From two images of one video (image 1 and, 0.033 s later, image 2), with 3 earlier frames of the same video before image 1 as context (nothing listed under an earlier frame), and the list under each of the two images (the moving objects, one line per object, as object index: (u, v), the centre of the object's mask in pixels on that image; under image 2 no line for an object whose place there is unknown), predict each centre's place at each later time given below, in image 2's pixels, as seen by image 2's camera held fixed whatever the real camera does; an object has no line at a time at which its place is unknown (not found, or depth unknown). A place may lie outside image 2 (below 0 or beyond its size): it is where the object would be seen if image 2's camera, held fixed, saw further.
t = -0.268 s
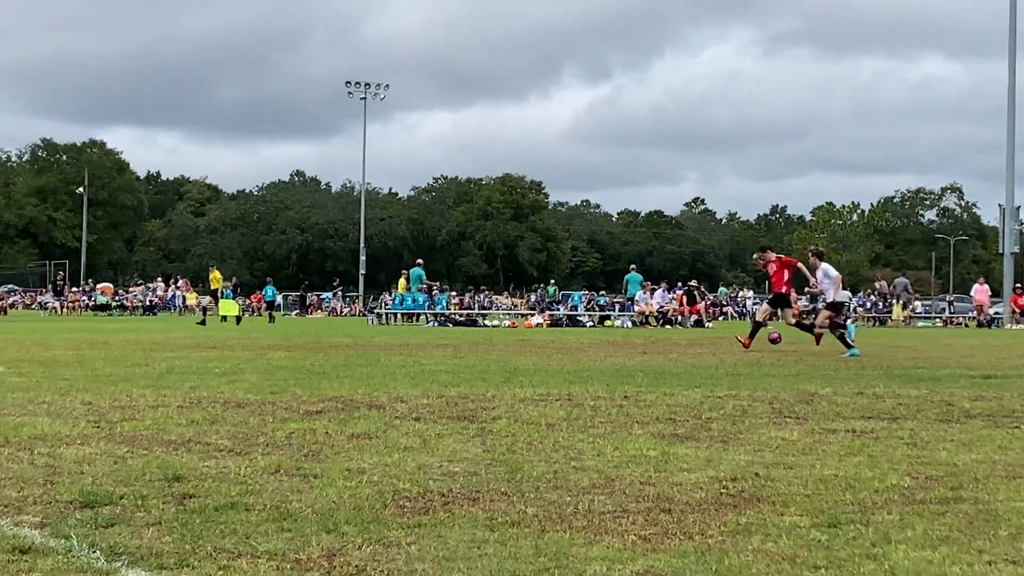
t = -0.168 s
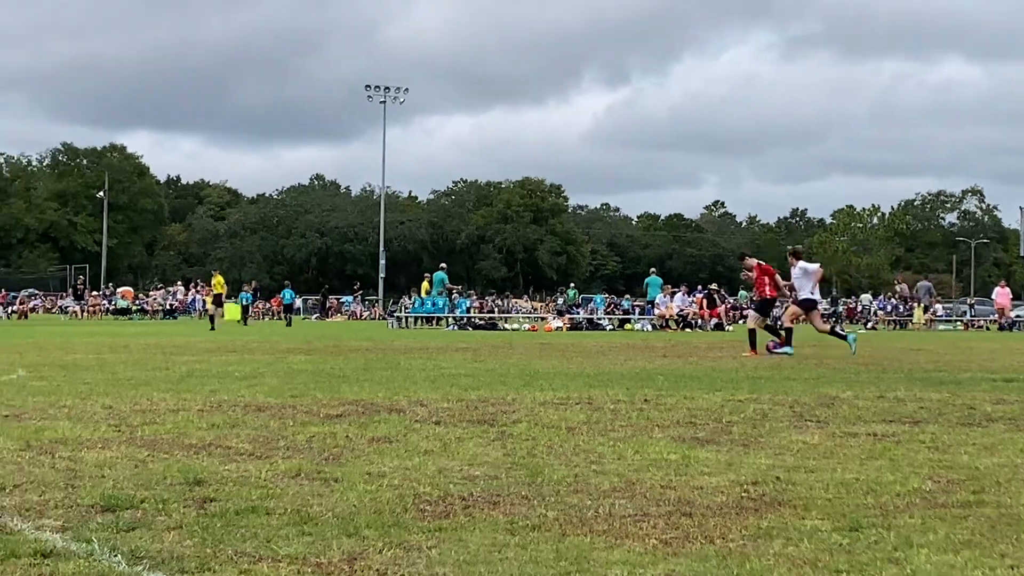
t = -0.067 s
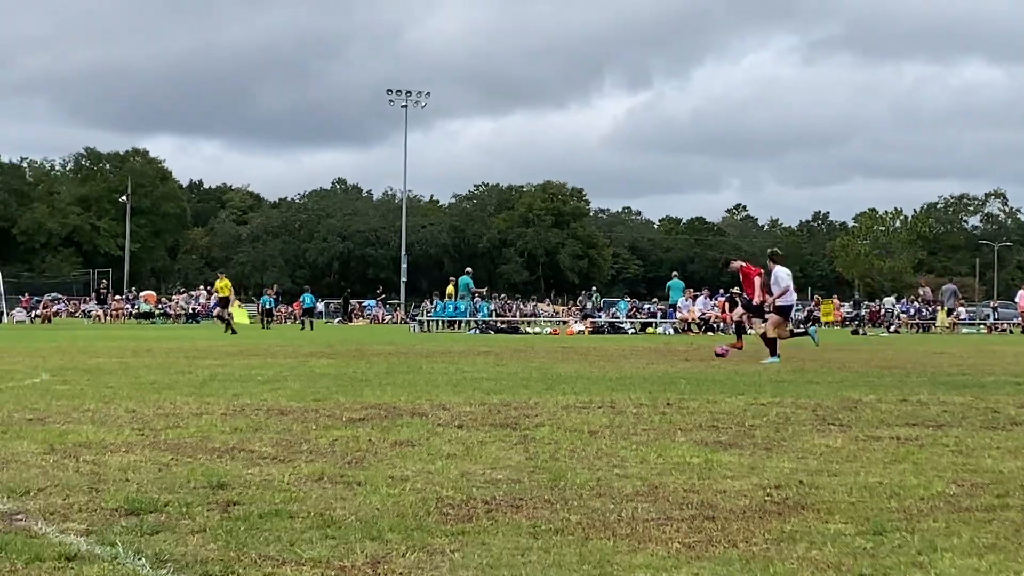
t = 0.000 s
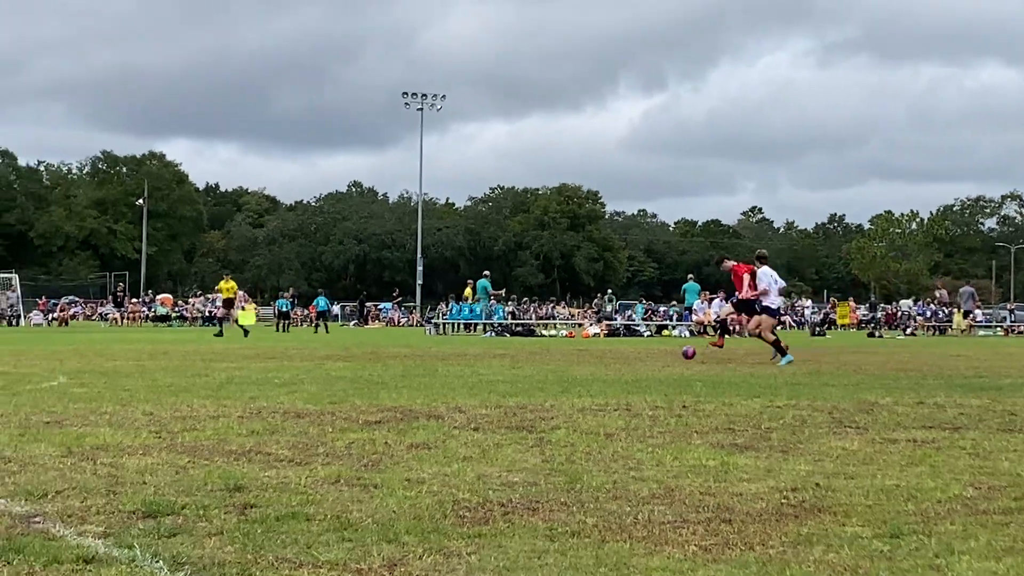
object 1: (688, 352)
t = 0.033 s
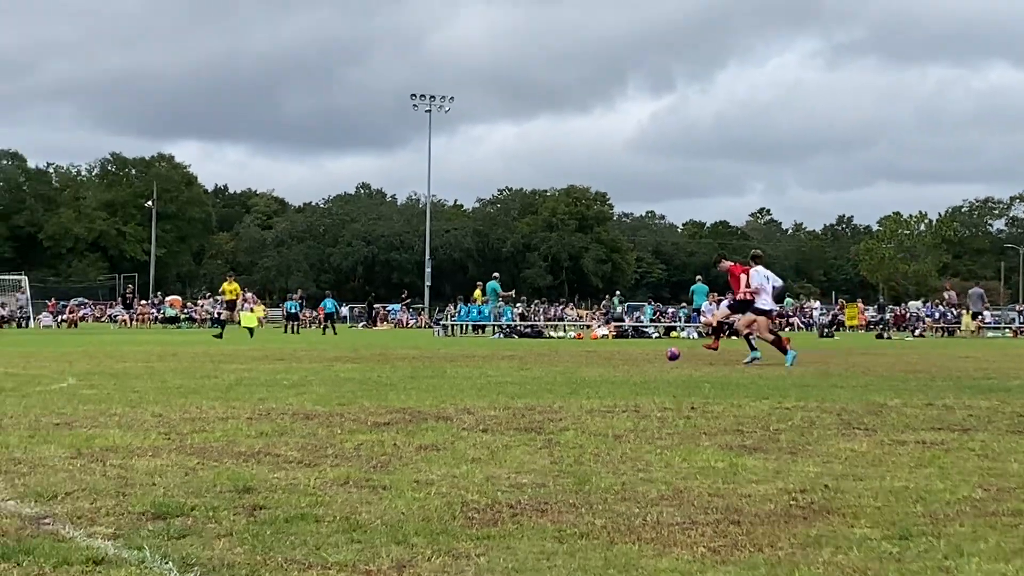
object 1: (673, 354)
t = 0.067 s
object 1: (650, 354)
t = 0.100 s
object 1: (627, 354)
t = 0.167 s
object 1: (586, 353)
